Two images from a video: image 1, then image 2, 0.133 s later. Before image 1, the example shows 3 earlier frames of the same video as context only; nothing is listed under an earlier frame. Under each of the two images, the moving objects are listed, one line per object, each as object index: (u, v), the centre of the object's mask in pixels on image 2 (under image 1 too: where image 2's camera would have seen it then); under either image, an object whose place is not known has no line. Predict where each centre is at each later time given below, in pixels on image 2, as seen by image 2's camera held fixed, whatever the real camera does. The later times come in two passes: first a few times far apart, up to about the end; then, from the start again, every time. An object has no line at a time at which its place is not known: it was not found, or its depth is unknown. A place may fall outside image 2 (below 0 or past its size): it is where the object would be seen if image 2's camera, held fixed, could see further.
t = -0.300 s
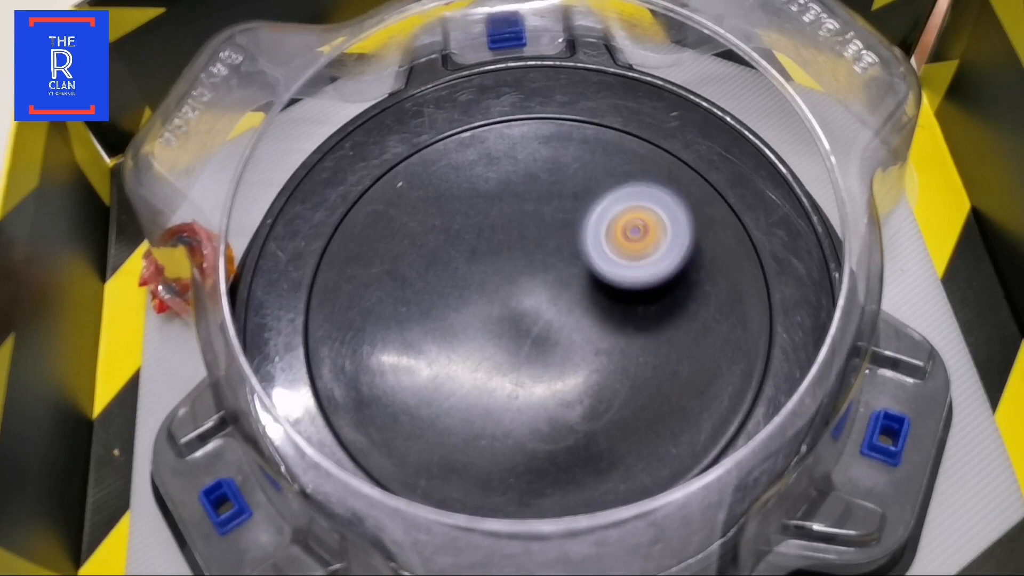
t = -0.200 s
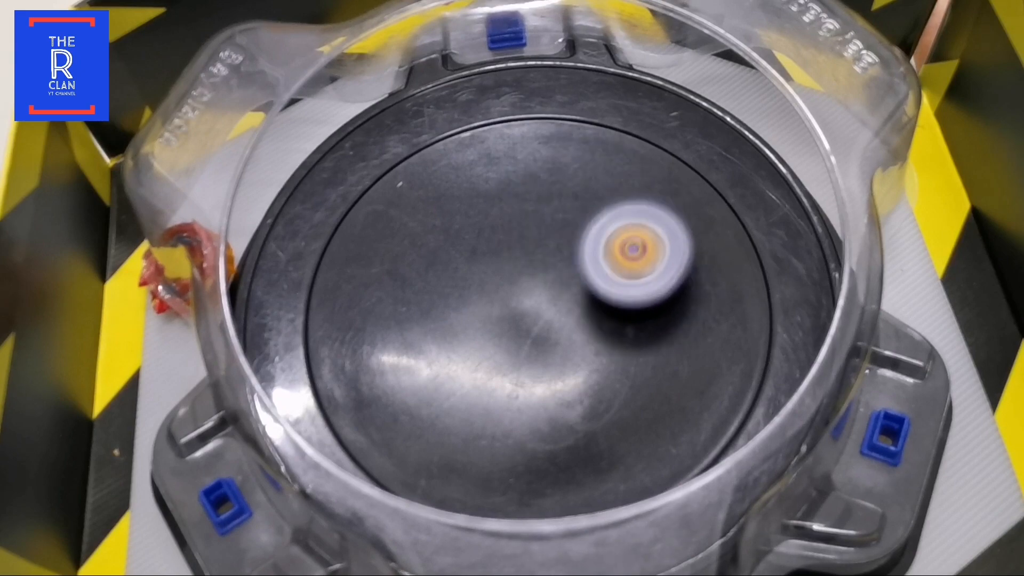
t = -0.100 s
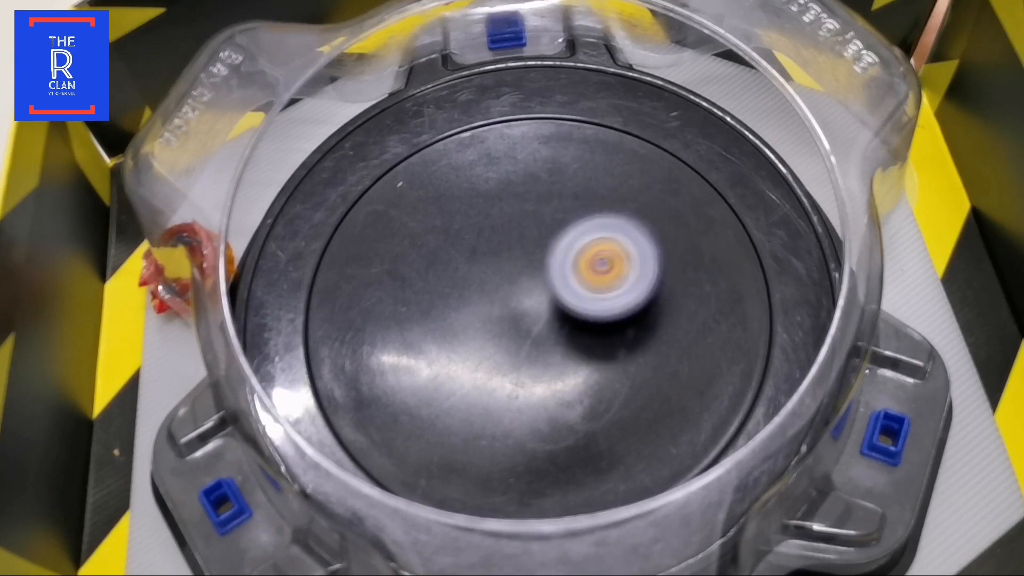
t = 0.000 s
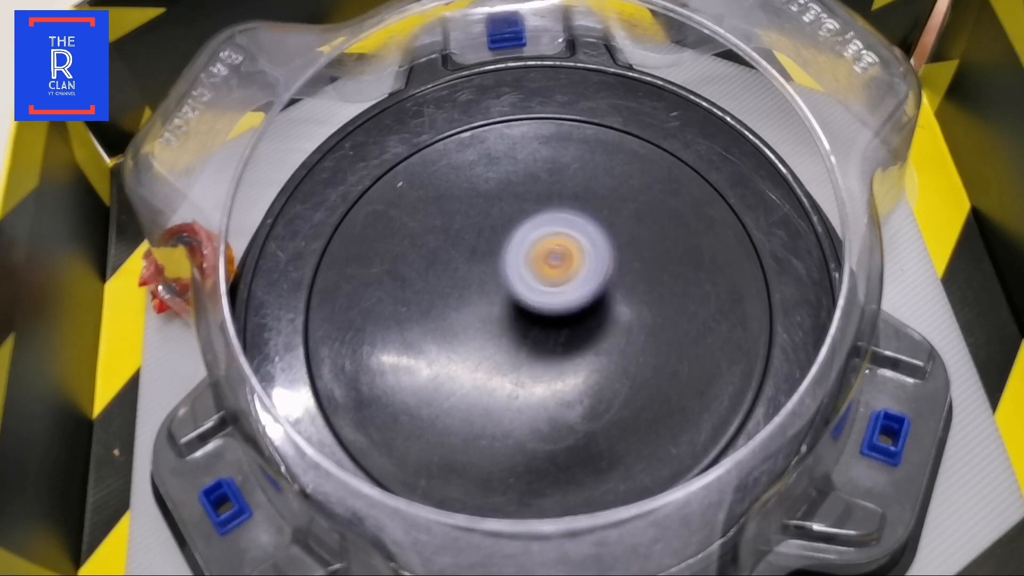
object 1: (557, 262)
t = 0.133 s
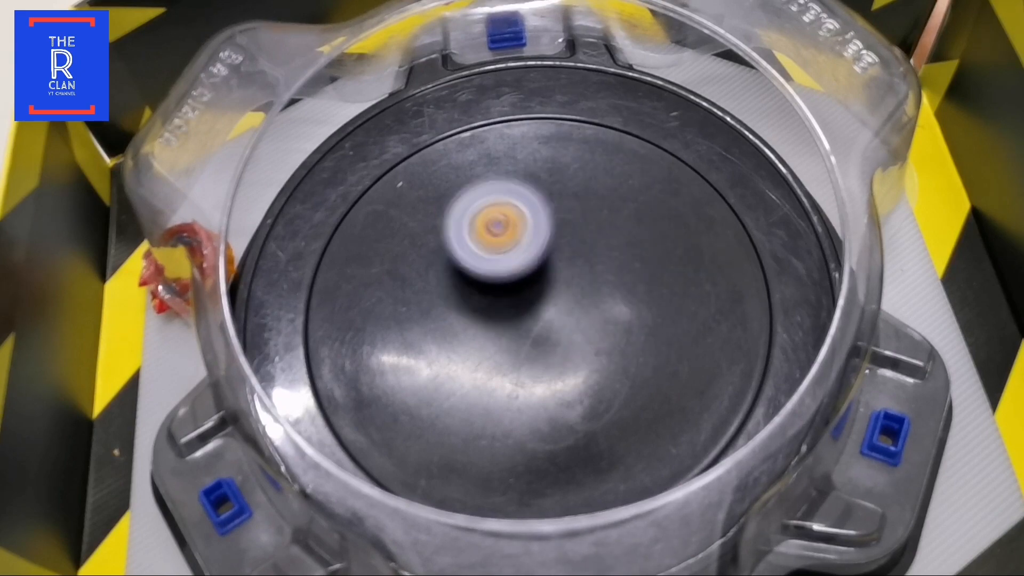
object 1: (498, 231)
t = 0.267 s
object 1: (486, 193)
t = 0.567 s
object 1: (580, 234)
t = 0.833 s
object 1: (493, 366)
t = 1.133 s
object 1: (372, 300)
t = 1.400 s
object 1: (516, 237)
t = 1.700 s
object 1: (631, 357)
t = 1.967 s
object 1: (492, 435)
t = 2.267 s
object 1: (468, 261)
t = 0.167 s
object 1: (490, 220)
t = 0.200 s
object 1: (485, 210)
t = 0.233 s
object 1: (484, 201)
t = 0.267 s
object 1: (486, 193)
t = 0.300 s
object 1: (492, 186)
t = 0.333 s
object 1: (500, 180)
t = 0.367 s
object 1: (510, 175)
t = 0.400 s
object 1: (523, 173)
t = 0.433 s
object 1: (538, 177)
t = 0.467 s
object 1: (553, 185)
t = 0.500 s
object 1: (565, 198)
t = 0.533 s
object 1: (575, 214)
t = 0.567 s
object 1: (580, 234)
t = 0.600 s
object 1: (580, 255)
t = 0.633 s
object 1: (576, 276)
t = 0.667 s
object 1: (567, 296)
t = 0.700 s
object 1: (558, 312)
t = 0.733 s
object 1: (545, 328)
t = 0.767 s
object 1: (531, 342)
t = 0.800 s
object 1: (513, 355)
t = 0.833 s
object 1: (493, 366)
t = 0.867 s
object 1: (471, 372)
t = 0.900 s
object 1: (448, 375)
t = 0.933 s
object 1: (422, 373)
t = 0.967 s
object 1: (404, 366)
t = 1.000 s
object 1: (390, 356)
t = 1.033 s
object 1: (380, 344)
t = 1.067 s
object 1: (375, 329)
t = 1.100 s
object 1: (372, 315)
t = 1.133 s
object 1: (372, 300)
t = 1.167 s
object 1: (376, 285)
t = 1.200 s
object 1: (385, 270)
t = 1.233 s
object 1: (398, 256)
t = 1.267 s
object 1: (416, 245)
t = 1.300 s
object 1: (438, 237)
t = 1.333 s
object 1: (464, 233)
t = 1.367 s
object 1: (491, 233)
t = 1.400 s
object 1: (516, 237)
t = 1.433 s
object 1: (540, 243)
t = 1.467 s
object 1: (562, 252)
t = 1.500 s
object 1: (581, 263)
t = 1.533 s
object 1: (597, 275)
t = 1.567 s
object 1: (609, 287)
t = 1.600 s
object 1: (618, 301)
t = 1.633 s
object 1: (626, 318)
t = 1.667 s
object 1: (630, 337)
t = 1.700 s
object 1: (631, 357)
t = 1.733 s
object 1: (626, 376)
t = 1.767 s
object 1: (617, 394)
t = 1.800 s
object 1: (602, 411)
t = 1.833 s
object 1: (582, 425)
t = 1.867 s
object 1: (559, 435)
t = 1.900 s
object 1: (536, 439)
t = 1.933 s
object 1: (513, 438)
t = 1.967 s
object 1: (492, 435)
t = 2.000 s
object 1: (472, 424)
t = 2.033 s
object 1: (456, 411)
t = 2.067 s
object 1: (443, 389)
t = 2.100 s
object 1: (435, 366)
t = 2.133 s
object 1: (433, 343)
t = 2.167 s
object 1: (436, 320)
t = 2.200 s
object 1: (444, 298)
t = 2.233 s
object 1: (454, 279)
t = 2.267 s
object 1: (468, 261)
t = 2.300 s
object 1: (483, 246)
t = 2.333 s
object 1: (499, 234)
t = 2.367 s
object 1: (515, 224)
